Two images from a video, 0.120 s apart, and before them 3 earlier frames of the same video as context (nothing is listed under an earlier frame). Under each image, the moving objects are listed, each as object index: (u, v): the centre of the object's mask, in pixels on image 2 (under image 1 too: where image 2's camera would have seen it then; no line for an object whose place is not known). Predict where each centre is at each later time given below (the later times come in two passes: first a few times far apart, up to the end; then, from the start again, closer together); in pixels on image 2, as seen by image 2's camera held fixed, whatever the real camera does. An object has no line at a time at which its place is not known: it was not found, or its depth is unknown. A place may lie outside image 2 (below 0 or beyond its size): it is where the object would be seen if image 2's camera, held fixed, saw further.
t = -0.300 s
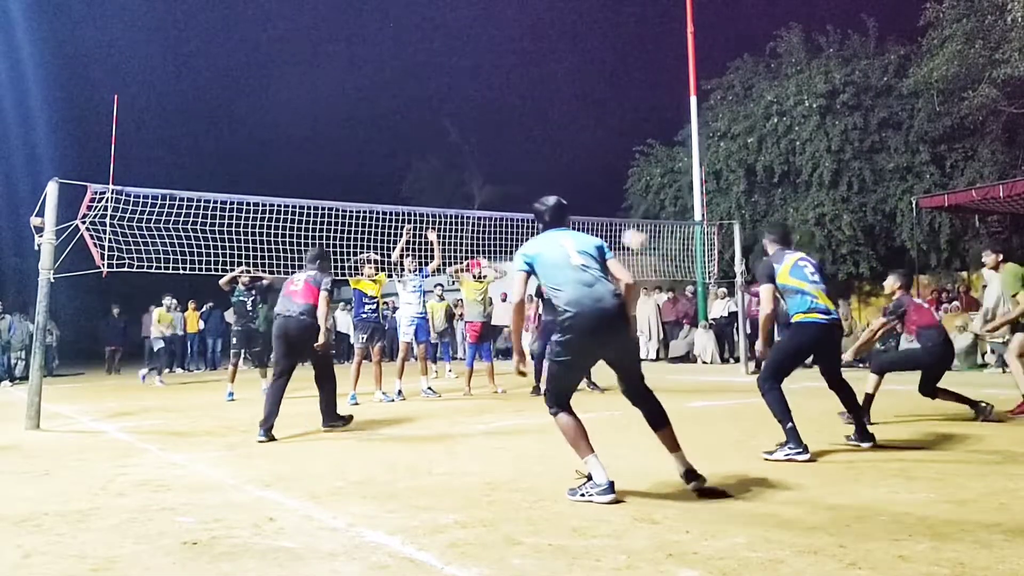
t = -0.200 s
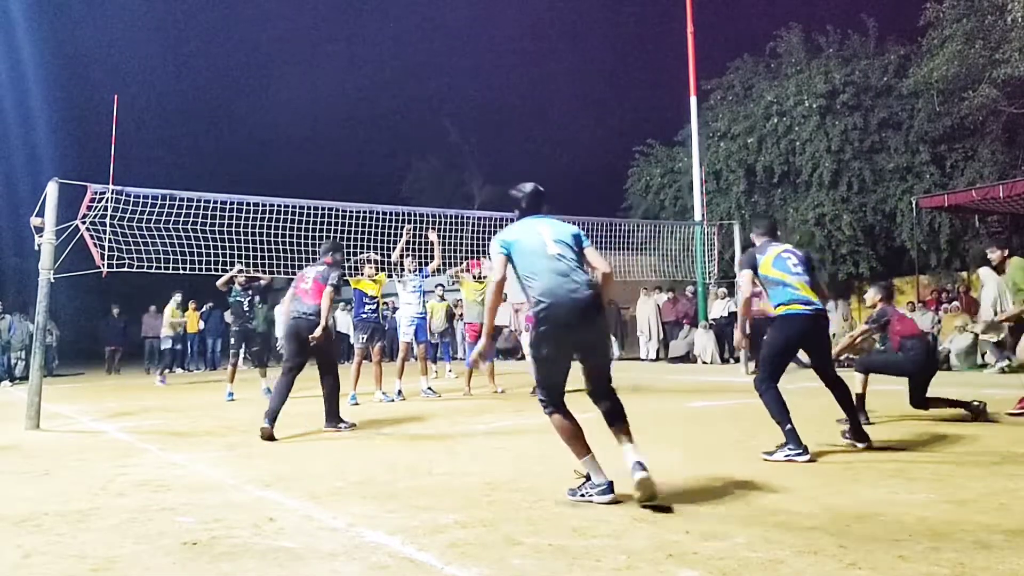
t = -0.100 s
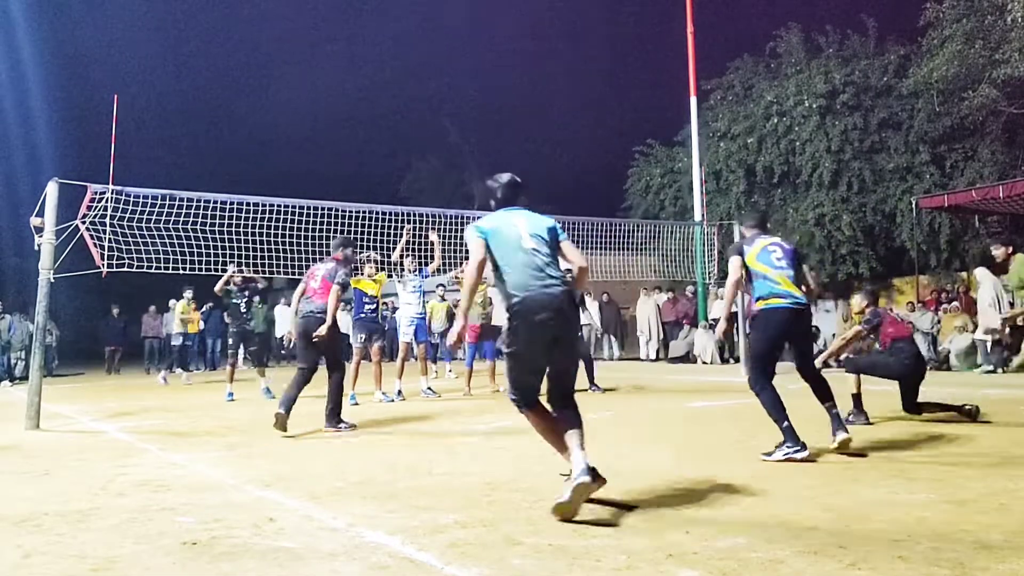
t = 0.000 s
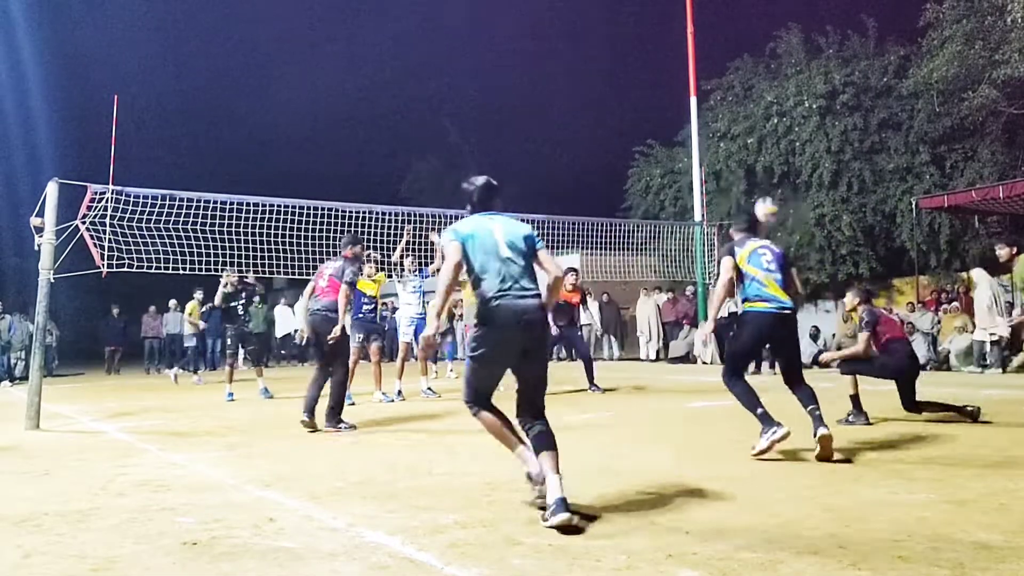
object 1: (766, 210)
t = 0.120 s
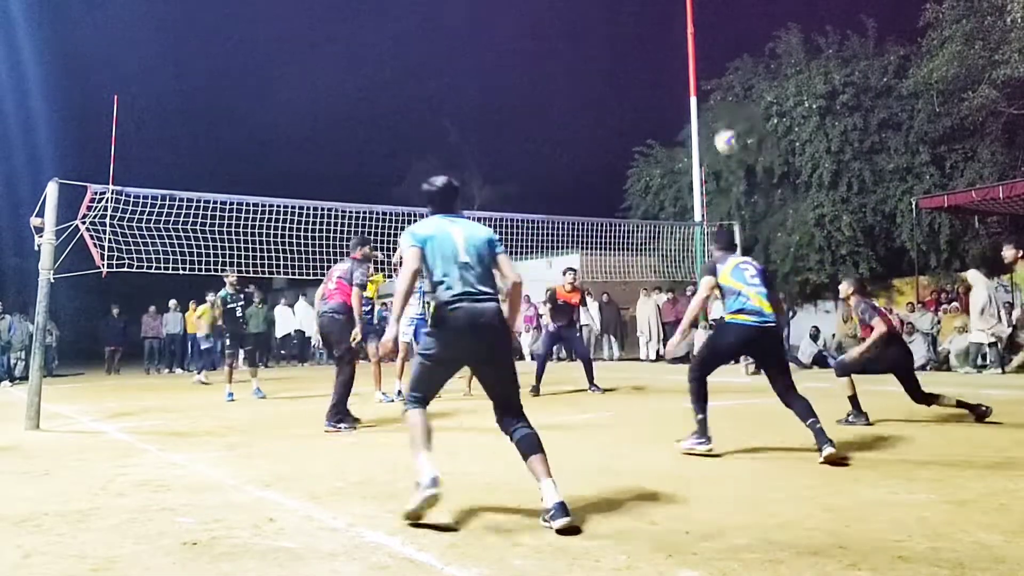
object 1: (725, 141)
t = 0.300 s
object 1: (673, 70)
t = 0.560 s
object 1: (608, 29)
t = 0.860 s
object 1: (546, 58)
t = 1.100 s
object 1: (502, 133)
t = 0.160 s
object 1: (714, 123)
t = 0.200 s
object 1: (703, 105)
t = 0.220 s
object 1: (696, 98)
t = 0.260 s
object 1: (684, 83)
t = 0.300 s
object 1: (673, 70)
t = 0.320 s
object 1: (668, 65)
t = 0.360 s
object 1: (657, 55)
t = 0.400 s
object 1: (646, 46)
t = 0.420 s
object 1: (642, 43)
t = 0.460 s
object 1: (632, 37)
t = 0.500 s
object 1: (622, 32)
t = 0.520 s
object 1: (618, 31)
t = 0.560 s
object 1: (608, 29)
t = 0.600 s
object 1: (599, 28)
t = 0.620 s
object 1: (595, 28)
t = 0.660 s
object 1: (586, 30)
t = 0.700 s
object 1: (578, 33)
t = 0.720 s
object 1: (574, 35)
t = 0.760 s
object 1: (565, 40)
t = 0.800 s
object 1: (557, 46)
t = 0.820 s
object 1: (553, 50)
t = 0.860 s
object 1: (546, 58)
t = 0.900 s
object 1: (538, 68)
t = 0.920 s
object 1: (534, 73)
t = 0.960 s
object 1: (526, 84)
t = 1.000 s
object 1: (520, 97)
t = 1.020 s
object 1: (516, 104)
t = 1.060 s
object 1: (509, 118)
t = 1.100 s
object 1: (502, 133)
